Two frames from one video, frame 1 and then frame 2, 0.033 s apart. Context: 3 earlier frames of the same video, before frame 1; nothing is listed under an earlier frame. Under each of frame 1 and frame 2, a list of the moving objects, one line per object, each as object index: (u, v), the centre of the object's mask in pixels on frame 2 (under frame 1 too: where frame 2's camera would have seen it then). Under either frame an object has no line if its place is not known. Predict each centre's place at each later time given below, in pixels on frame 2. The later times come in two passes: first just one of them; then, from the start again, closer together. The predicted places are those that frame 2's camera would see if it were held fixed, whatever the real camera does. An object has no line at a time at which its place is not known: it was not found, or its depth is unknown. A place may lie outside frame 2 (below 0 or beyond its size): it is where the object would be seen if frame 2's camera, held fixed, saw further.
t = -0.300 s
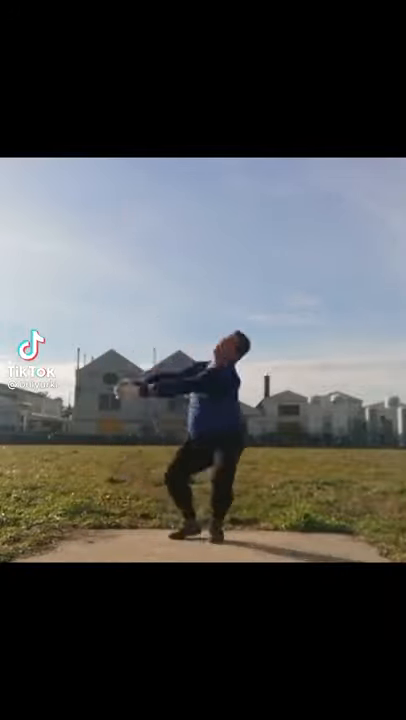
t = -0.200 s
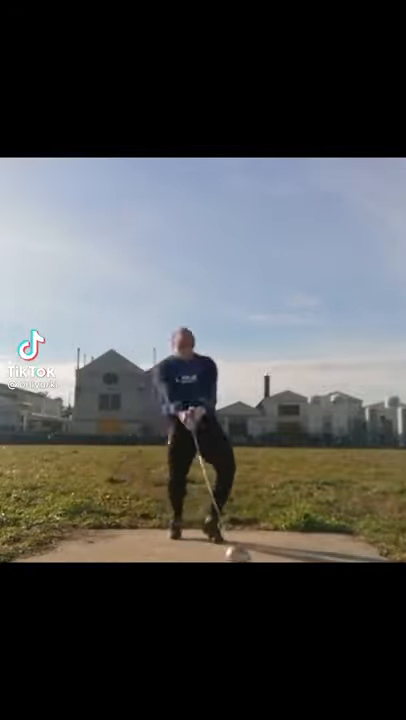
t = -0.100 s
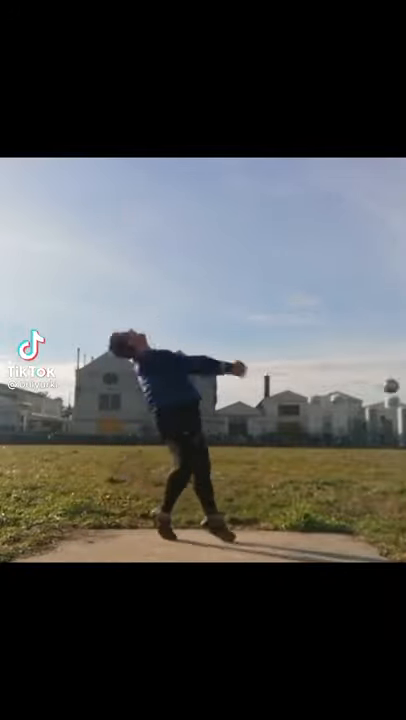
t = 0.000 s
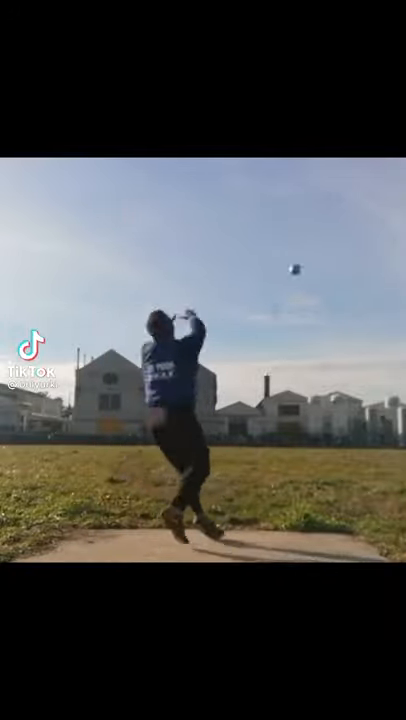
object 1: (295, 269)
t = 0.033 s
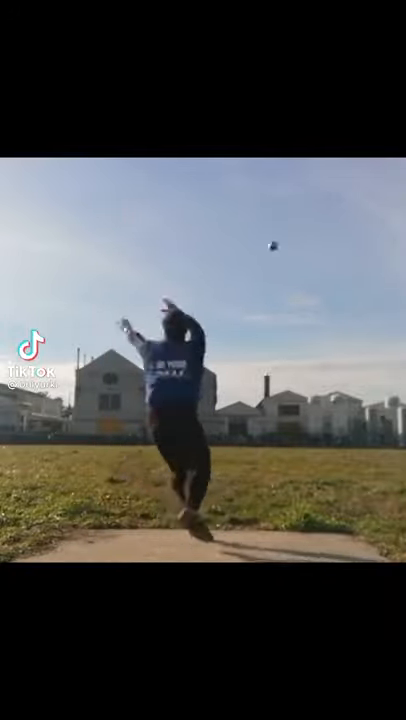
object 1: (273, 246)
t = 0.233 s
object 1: (195, 174)
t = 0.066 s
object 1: (254, 227)
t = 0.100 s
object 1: (239, 211)
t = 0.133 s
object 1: (225, 199)
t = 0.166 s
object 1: (214, 189)
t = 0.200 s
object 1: (203, 180)
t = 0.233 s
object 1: (195, 174)
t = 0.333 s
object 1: (174, 160)
